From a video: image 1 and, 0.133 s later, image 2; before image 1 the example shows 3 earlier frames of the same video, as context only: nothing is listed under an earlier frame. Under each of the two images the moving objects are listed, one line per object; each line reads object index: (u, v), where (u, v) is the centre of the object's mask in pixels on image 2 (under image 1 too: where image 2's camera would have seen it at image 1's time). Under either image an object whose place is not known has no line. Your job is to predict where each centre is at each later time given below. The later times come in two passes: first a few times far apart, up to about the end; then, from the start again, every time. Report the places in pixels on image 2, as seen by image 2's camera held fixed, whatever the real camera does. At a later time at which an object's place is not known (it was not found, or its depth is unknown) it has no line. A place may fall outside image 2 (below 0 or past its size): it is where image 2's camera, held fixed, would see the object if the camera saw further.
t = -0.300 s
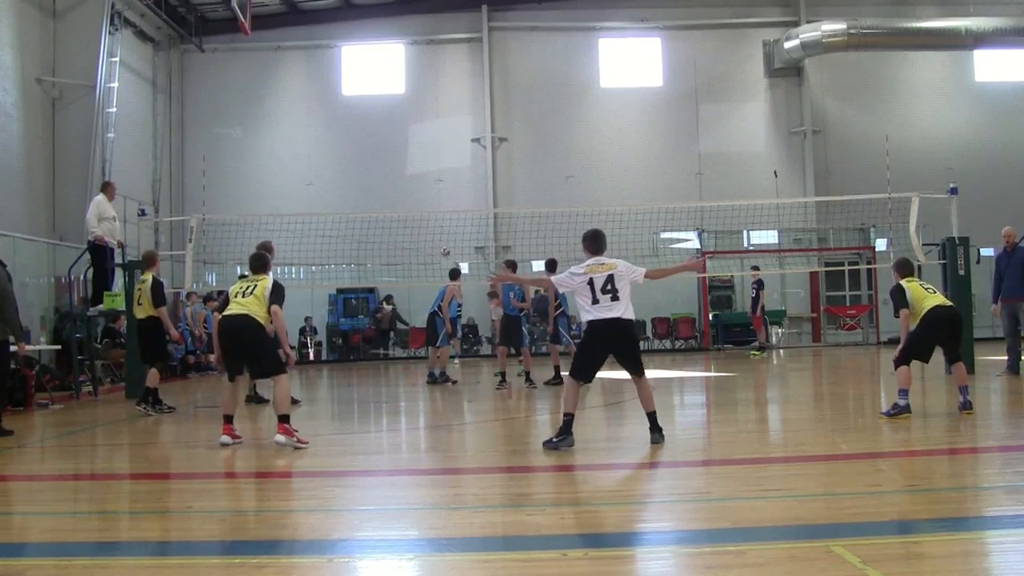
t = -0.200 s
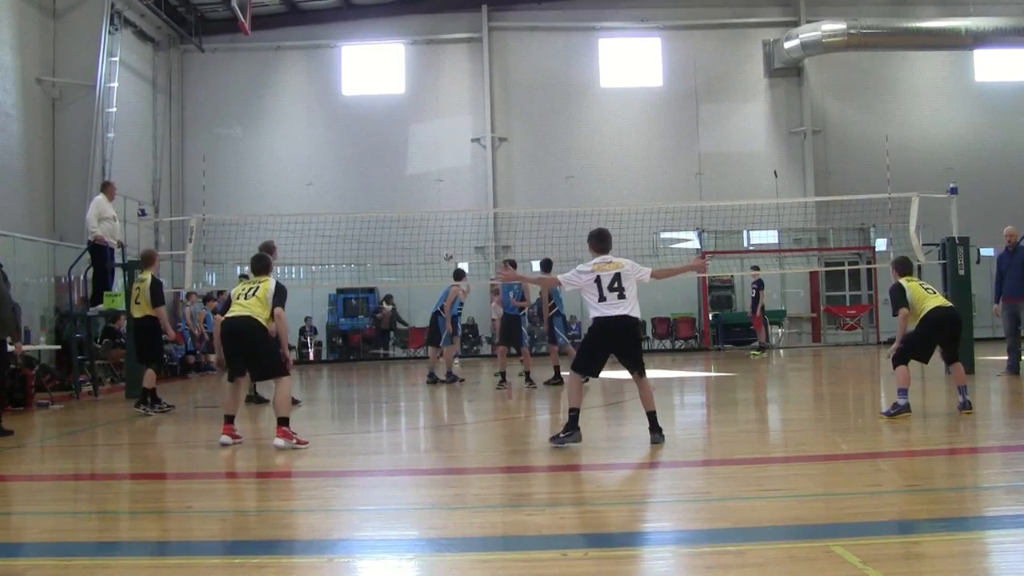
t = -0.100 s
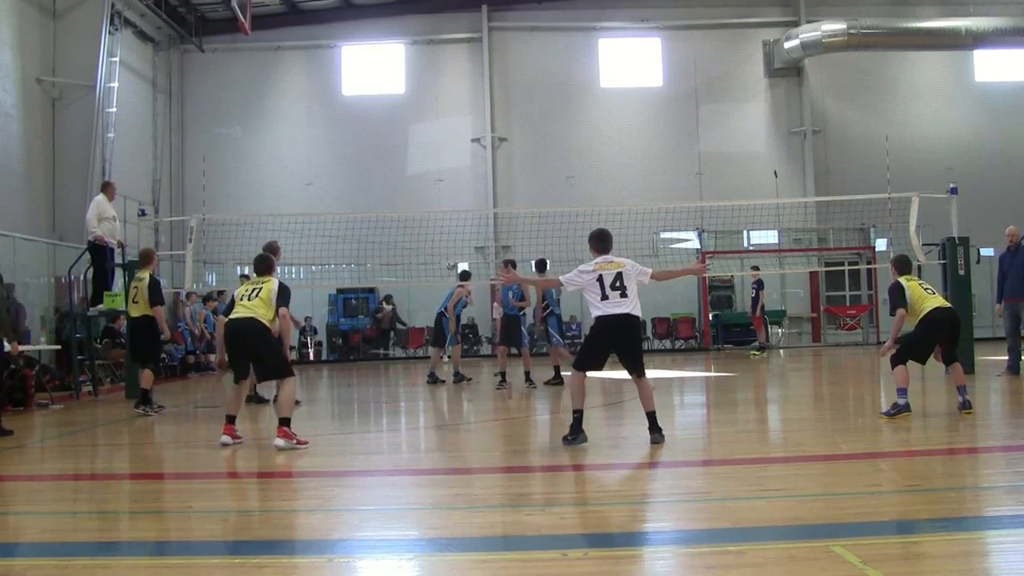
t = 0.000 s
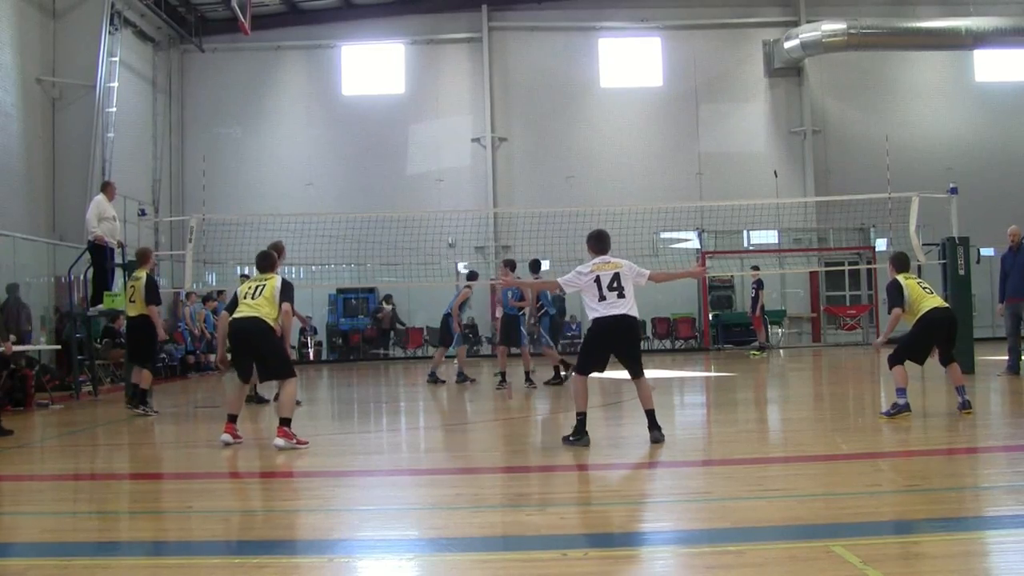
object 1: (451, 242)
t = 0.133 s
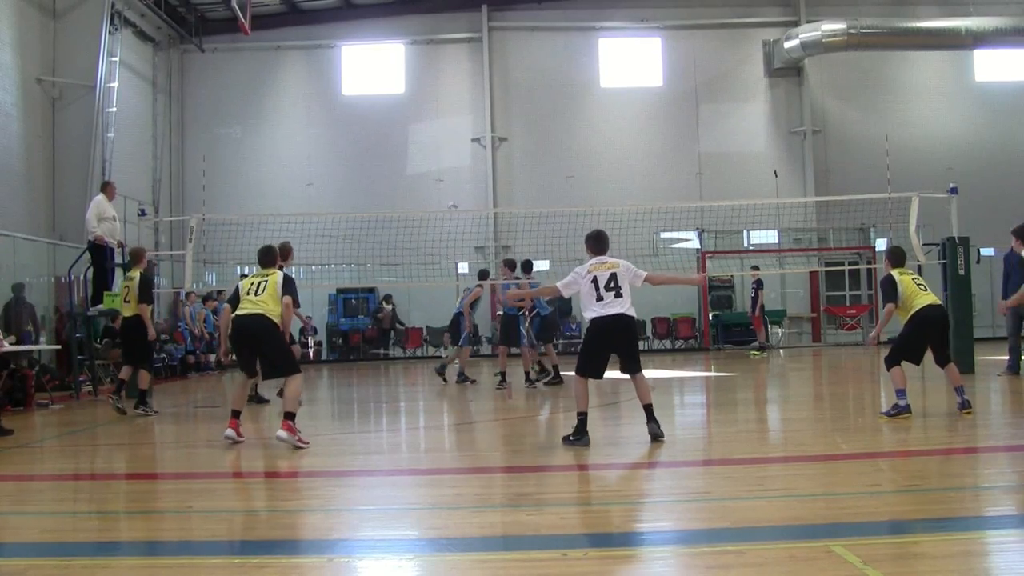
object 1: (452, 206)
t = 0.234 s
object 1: (453, 185)
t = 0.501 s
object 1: (455, 146)
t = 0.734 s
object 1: (456, 145)
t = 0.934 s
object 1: (460, 184)
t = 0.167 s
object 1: (453, 200)
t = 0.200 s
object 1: (453, 193)
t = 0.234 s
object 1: (453, 185)
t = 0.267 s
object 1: (454, 178)
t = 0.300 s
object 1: (454, 172)
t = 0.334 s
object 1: (454, 166)
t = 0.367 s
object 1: (454, 161)
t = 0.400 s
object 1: (455, 157)
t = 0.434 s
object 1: (455, 153)
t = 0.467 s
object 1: (455, 149)
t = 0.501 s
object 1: (455, 146)
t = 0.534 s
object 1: (456, 144)
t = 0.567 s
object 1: (456, 142)
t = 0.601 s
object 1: (456, 141)
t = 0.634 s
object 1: (456, 141)
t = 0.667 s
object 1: (456, 141)
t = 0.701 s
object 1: (456, 143)
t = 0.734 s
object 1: (456, 145)
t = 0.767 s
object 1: (457, 149)
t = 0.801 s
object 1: (457, 153)
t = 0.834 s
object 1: (458, 158)
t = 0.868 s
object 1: (458, 166)
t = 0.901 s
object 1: (459, 174)
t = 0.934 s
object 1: (460, 184)
